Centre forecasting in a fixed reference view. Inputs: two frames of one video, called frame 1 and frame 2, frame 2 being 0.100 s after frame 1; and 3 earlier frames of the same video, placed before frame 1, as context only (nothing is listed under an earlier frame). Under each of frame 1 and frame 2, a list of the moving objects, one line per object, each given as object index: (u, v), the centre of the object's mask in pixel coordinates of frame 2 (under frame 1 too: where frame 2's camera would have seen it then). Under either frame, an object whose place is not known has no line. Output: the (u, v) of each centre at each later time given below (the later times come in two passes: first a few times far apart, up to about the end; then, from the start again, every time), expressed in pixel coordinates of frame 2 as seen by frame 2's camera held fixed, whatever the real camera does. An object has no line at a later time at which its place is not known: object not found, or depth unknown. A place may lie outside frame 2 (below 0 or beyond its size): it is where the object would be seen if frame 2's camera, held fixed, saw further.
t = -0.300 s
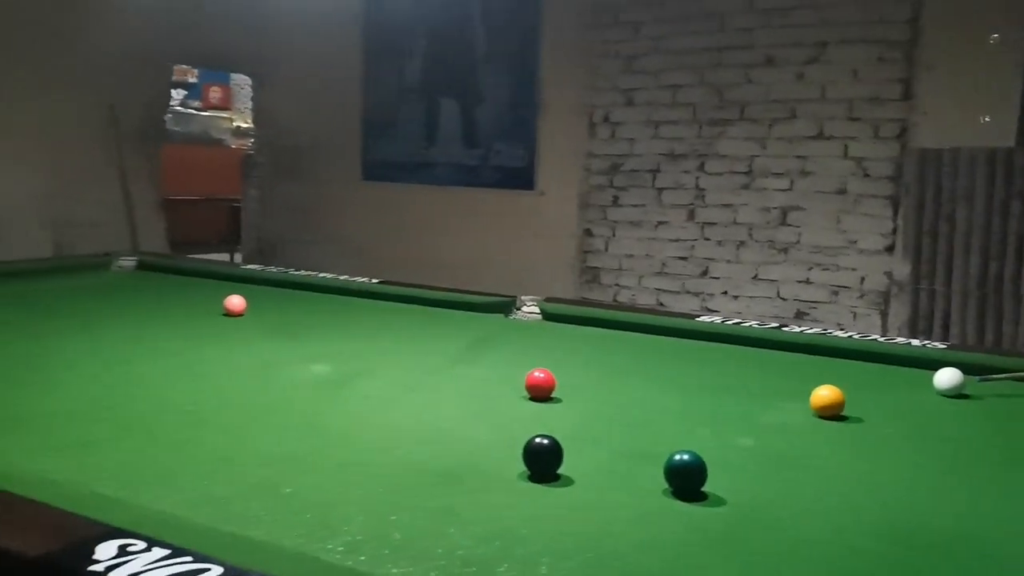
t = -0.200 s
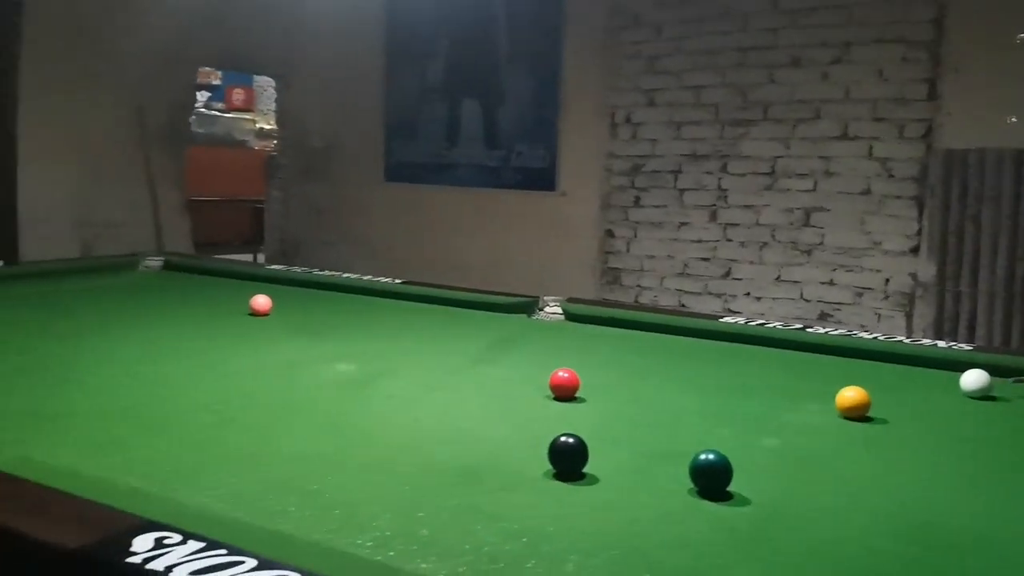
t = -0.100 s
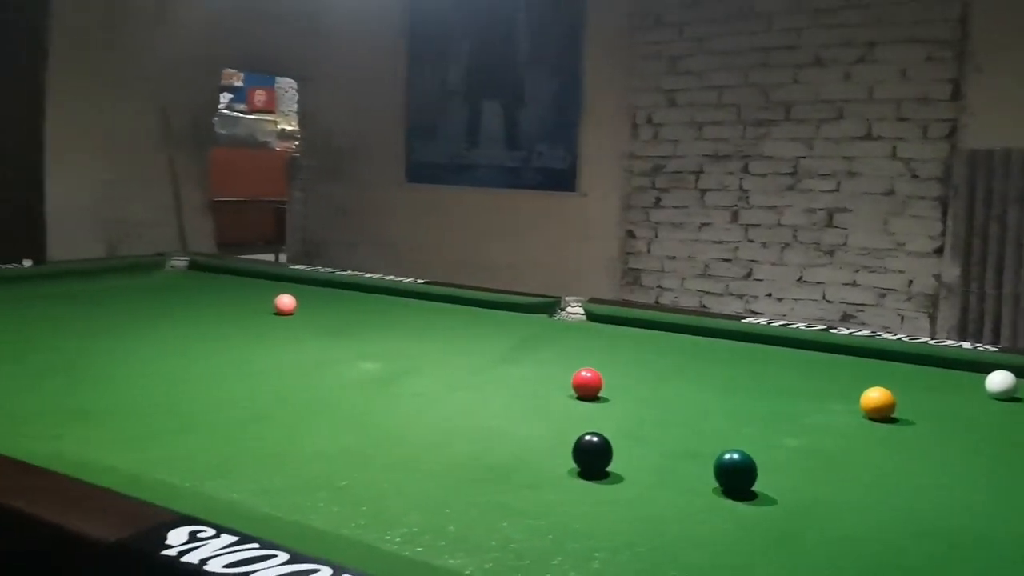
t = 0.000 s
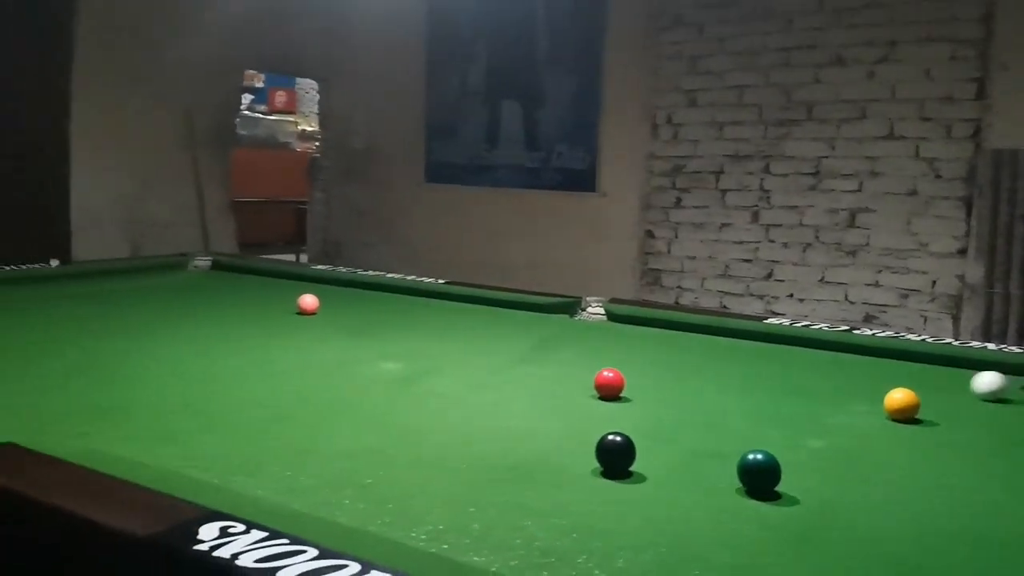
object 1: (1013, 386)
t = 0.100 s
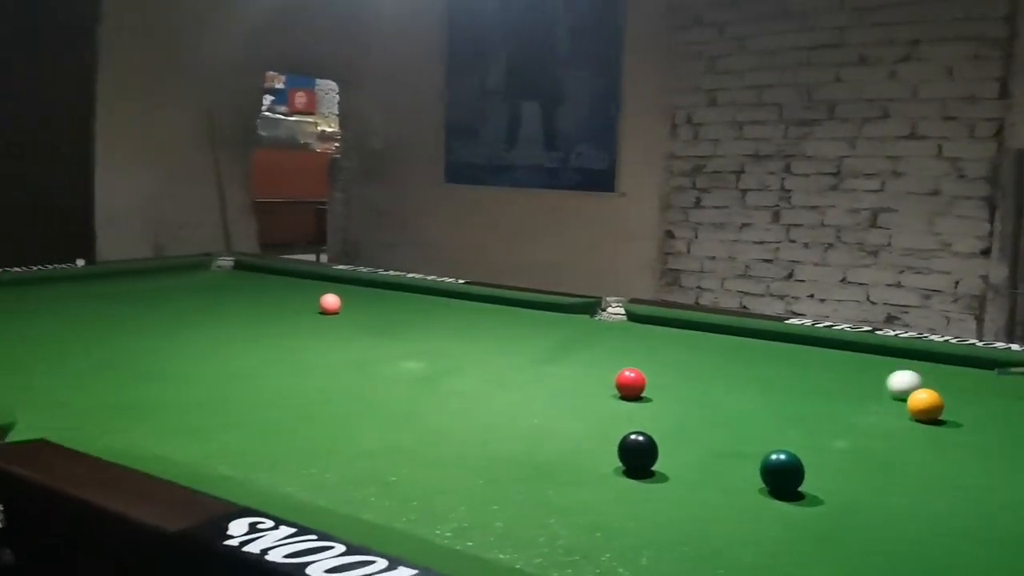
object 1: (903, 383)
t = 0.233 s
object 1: (782, 383)
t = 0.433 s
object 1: (645, 377)
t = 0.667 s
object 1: (578, 367)
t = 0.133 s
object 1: (872, 384)
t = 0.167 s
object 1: (841, 383)
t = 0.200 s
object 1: (811, 383)
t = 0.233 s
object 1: (782, 383)
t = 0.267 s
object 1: (753, 381)
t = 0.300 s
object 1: (724, 381)
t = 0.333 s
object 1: (696, 380)
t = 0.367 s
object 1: (667, 381)
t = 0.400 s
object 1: (652, 379)
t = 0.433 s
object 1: (645, 377)
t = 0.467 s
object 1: (635, 375)
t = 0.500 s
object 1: (626, 374)
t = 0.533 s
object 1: (620, 373)
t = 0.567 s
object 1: (609, 371)
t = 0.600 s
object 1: (598, 370)
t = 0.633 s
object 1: (588, 368)
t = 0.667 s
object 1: (578, 367)
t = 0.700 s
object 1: (568, 365)
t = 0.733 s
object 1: (558, 364)
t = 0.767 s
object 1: (548, 363)
